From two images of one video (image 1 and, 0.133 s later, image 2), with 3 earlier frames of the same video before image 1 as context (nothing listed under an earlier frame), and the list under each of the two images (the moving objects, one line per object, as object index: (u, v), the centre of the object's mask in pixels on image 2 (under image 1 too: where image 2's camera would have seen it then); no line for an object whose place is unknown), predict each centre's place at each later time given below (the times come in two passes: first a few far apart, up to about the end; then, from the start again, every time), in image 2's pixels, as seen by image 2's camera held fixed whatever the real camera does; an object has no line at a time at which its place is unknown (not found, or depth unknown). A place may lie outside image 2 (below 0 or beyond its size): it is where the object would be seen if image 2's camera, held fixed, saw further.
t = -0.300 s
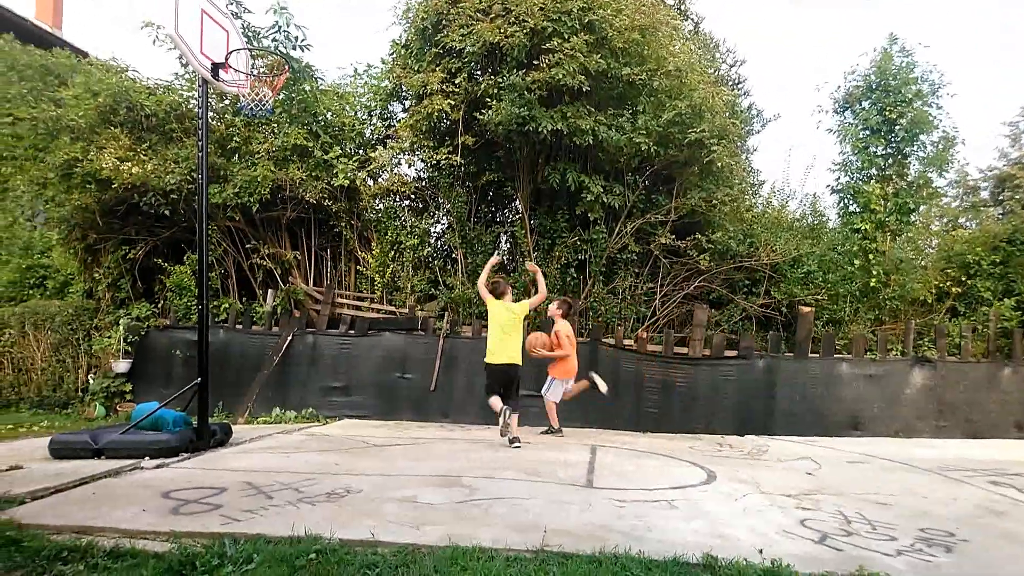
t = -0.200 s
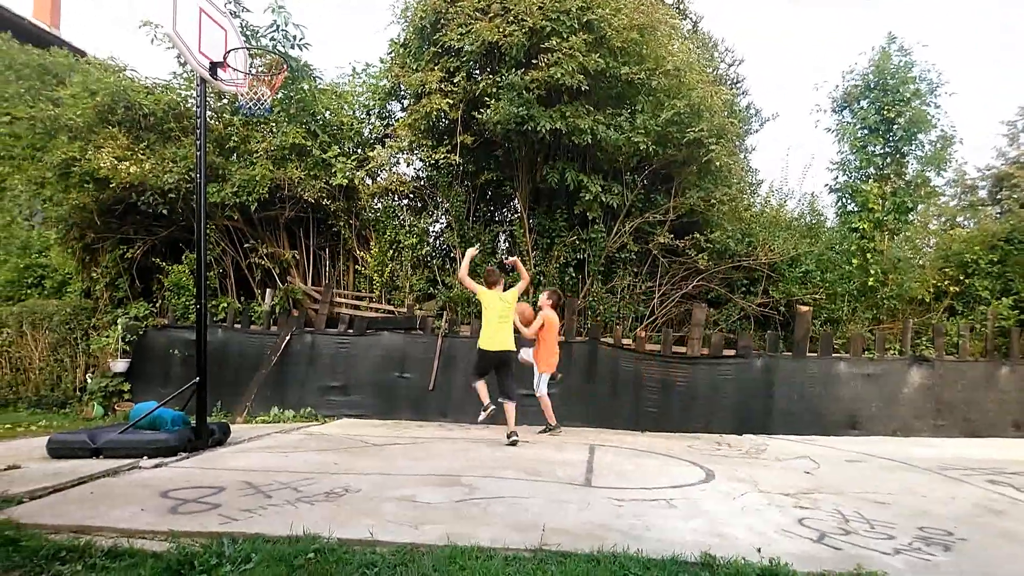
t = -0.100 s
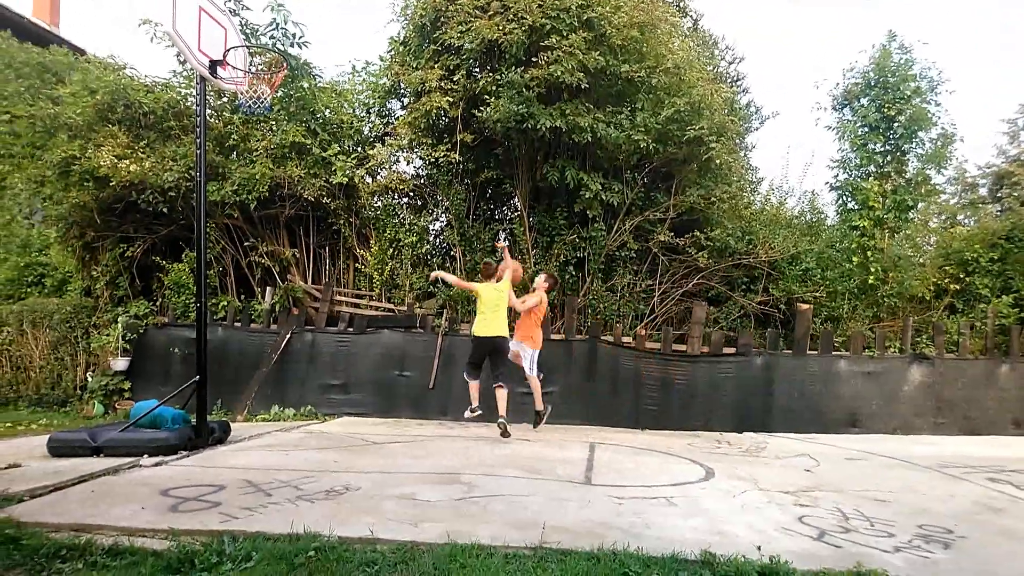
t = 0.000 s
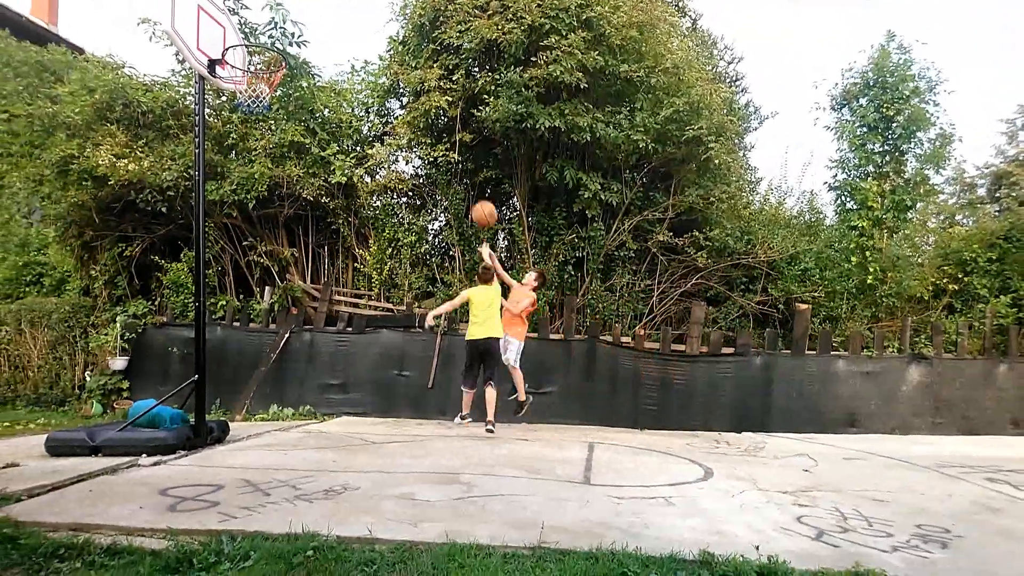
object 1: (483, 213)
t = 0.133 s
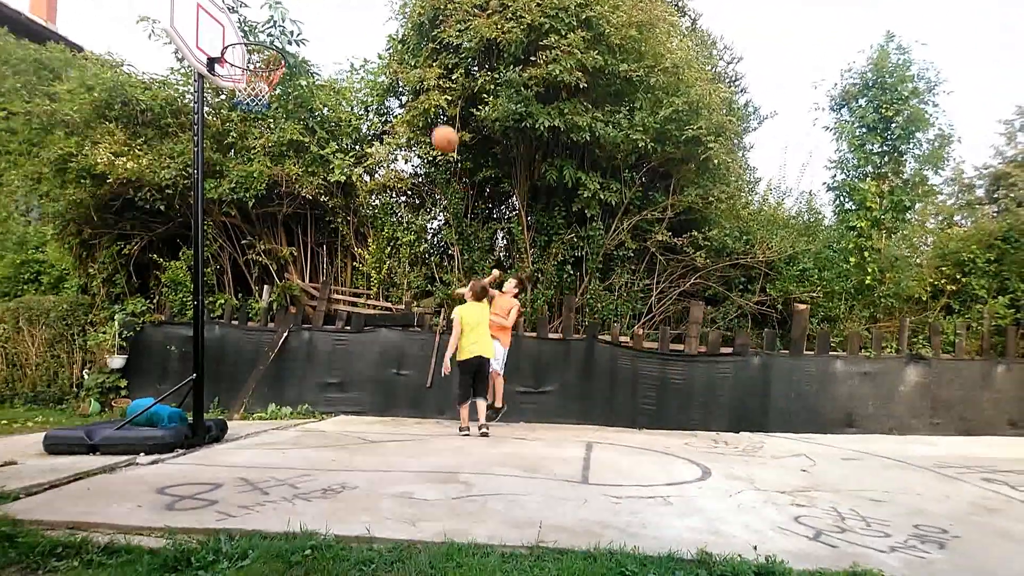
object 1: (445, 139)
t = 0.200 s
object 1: (424, 107)
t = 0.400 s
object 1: (360, 35)
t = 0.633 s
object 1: (278, 10)
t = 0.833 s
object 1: (195, 22)
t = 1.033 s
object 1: (185, 85)
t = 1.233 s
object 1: (172, 218)
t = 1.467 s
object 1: (161, 434)
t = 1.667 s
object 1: (217, 283)
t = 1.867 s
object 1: (273, 196)
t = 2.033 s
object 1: (320, 172)
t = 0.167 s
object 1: (434, 123)
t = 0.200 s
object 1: (424, 107)
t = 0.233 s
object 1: (414, 92)
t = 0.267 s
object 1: (404, 79)
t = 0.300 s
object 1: (394, 66)
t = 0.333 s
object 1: (383, 56)
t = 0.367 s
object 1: (372, 45)
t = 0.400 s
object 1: (360, 35)
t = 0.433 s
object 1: (349, 26)
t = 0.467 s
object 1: (337, 20)
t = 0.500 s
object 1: (325, 15)
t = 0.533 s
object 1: (314, 12)
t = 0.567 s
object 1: (302, 11)
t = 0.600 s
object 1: (290, 10)
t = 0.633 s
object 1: (278, 10)
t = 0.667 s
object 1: (266, 10)
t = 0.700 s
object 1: (251, 12)
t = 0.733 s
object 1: (238, 13)
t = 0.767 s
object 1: (223, 15)
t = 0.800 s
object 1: (209, 18)
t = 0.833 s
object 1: (195, 22)
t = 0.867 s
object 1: (193, 29)
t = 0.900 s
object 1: (192, 36)
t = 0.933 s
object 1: (190, 46)
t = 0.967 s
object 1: (189, 58)
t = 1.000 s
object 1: (186, 71)
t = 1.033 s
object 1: (185, 85)
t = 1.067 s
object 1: (182, 102)
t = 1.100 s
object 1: (180, 122)
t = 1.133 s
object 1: (179, 142)
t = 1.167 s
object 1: (177, 165)
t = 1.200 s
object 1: (175, 190)
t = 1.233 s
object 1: (172, 218)
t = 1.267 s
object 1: (170, 248)
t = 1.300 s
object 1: (167, 280)
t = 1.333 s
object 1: (164, 316)
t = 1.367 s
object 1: (161, 353)
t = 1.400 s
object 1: (158, 393)
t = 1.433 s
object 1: (155, 437)
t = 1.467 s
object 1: (161, 434)
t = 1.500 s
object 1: (170, 404)
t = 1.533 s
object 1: (180, 376)
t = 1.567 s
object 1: (189, 350)
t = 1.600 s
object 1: (198, 326)
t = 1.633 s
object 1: (208, 304)
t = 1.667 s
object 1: (217, 283)
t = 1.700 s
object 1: (227, 264)
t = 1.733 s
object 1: (236, 247)
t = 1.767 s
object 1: (245, 231)
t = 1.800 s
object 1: (254, 218)
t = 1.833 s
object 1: (264, 206)
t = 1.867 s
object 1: (273, 196)
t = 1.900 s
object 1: (282, 188)
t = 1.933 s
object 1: (292, 181)
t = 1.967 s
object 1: (300, 177)
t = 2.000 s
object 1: (310, 173)
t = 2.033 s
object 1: (320, 172)
